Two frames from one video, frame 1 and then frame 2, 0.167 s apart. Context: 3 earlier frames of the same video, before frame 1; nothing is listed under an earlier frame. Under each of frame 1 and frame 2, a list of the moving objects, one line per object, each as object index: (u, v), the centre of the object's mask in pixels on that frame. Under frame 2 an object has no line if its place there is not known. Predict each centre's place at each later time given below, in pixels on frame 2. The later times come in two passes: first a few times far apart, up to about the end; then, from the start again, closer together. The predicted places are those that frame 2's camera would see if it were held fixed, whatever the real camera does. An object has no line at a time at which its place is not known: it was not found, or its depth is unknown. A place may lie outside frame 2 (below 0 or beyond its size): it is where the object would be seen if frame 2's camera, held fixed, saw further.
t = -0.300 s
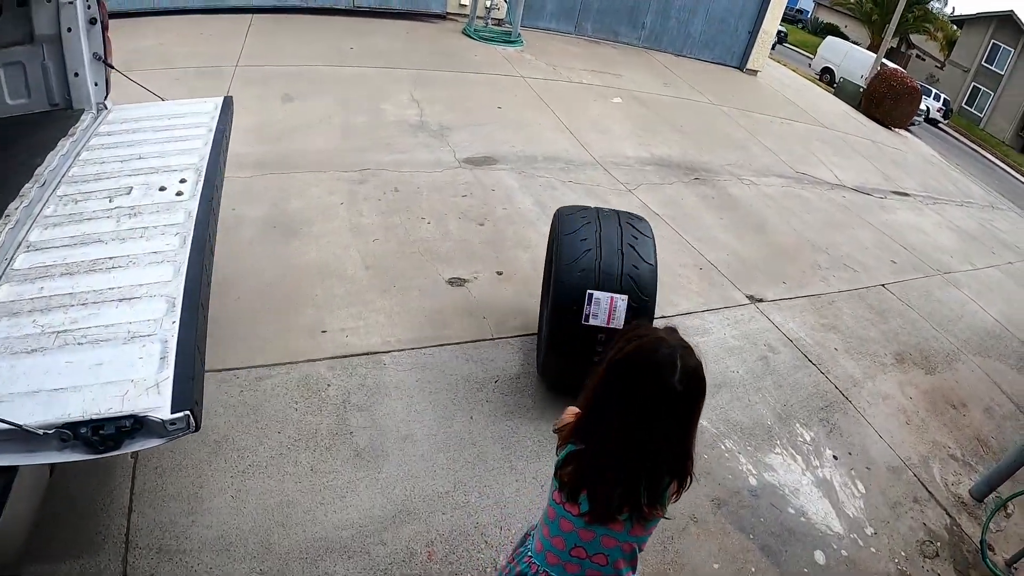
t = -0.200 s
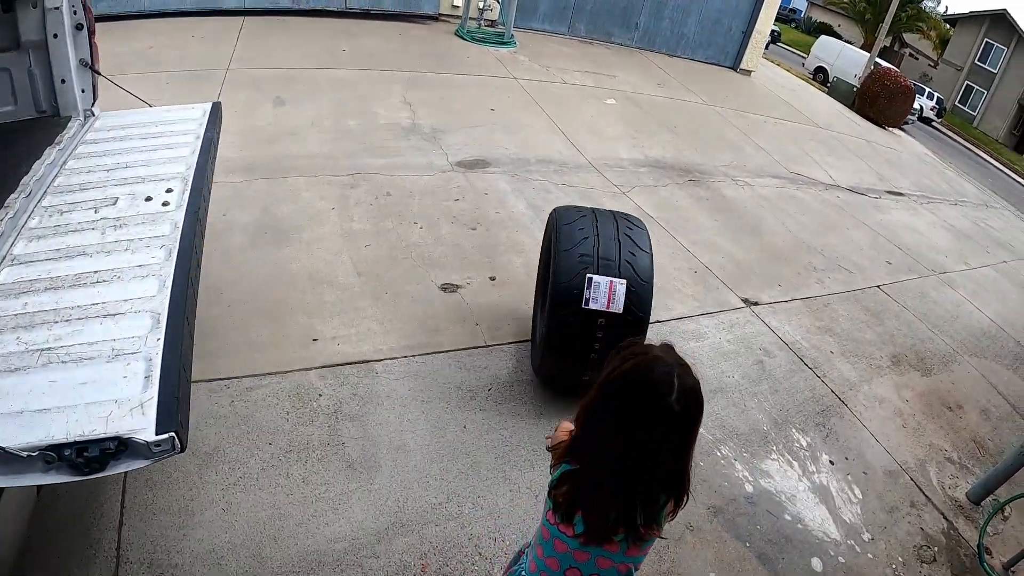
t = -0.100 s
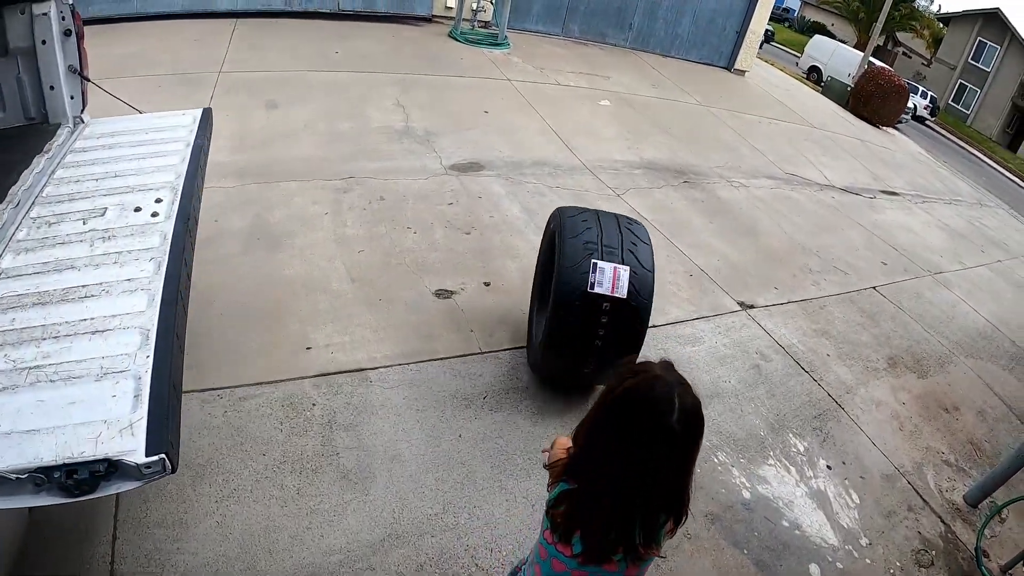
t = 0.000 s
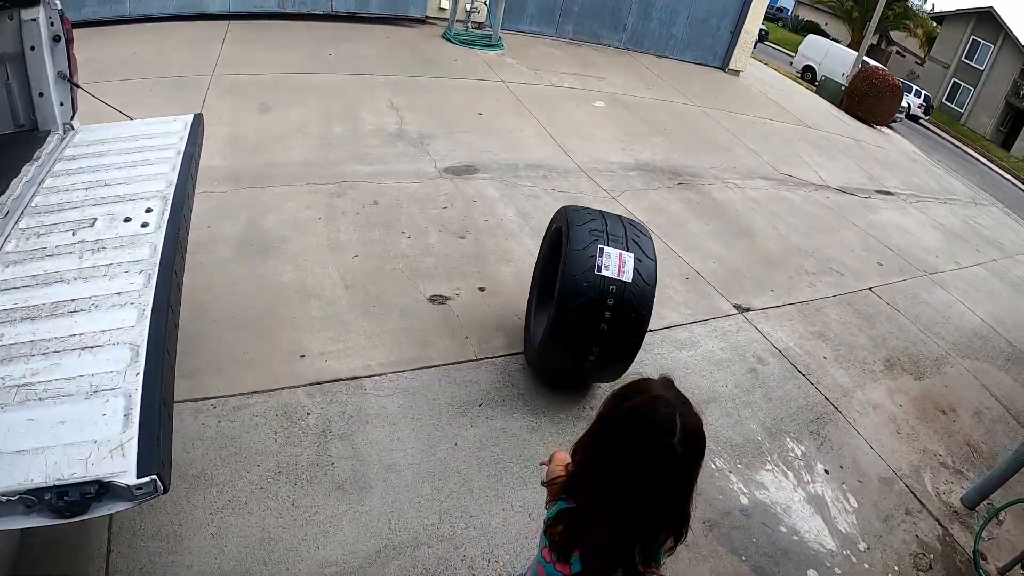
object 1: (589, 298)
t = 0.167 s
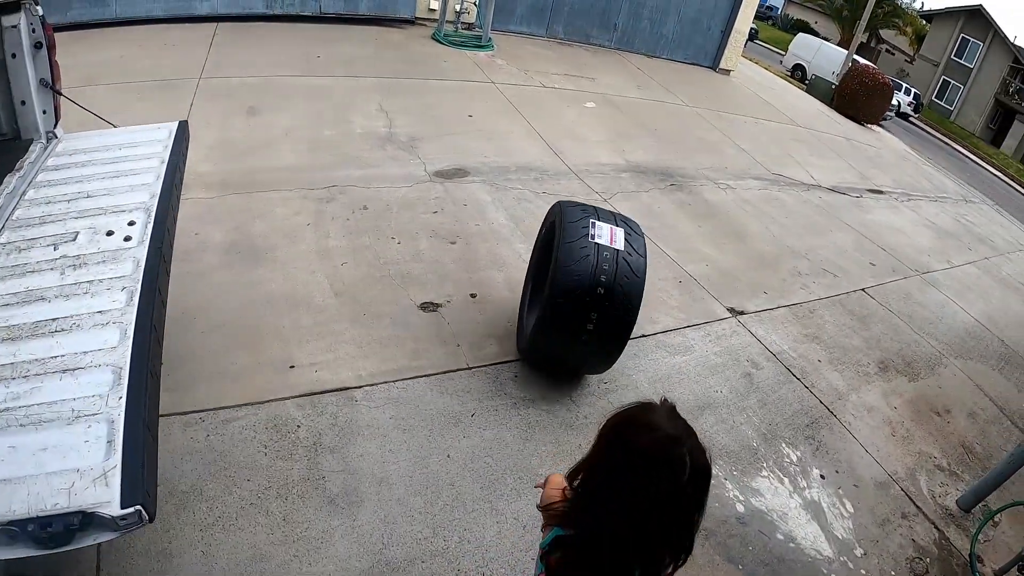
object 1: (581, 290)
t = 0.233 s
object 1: (578, 284)
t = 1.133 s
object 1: (553, 213)
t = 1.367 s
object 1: (548, 196)
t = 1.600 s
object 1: (549, 183)
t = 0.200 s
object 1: (580, 288)
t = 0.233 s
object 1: (578, 284)
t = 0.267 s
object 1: (576, 282)
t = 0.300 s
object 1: (573, 279)
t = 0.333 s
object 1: (571, 276)
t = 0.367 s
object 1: (569, 272)
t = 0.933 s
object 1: (562, 229)
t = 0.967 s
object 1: (561, 225)
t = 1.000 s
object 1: (560, 223)
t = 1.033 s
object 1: (558, 220)
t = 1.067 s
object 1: (556, 218)
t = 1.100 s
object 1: (554, 215)
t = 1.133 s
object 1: (553, 213)
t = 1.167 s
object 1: (551, 210)
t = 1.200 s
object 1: (550, 207)
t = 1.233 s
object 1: (549, 205)
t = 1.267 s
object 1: (549, 202)
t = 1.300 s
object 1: (548, 200)
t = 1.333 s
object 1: (548, 198)
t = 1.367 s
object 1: (548, 196)
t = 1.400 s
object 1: (548, 194)
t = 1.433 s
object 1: (548, 192)
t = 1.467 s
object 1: (549, 191)
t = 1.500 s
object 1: (549, 189)
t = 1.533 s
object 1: (549, 187)
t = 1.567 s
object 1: (549, 185)
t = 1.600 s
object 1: (549, 183)
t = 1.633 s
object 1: (548, 182)
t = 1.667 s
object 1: (547, 180)
